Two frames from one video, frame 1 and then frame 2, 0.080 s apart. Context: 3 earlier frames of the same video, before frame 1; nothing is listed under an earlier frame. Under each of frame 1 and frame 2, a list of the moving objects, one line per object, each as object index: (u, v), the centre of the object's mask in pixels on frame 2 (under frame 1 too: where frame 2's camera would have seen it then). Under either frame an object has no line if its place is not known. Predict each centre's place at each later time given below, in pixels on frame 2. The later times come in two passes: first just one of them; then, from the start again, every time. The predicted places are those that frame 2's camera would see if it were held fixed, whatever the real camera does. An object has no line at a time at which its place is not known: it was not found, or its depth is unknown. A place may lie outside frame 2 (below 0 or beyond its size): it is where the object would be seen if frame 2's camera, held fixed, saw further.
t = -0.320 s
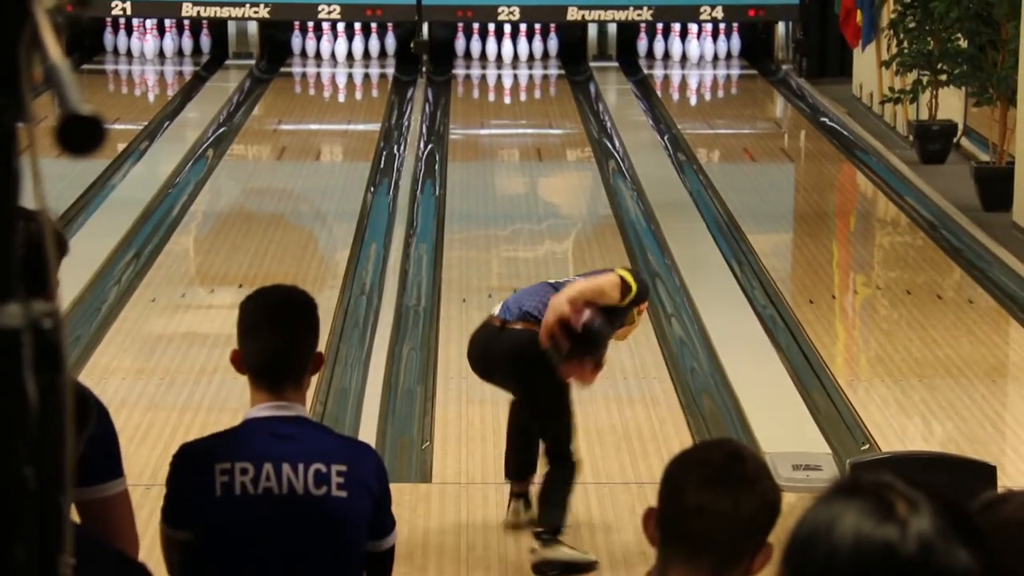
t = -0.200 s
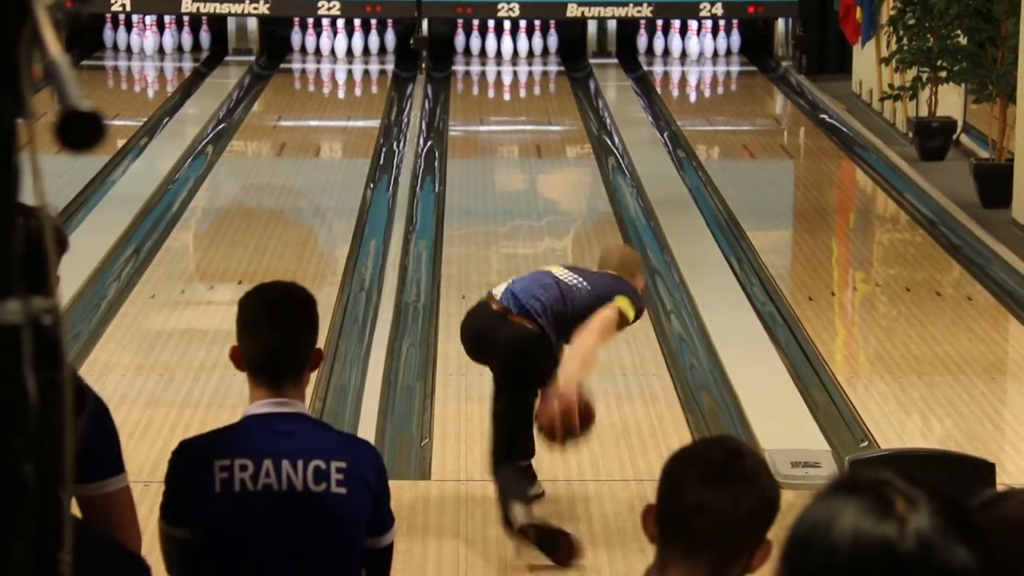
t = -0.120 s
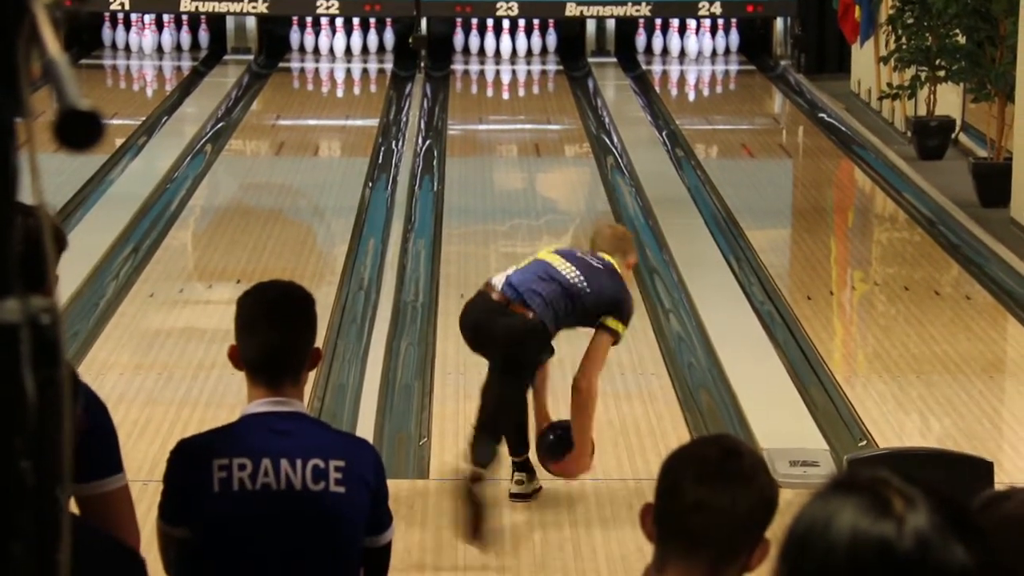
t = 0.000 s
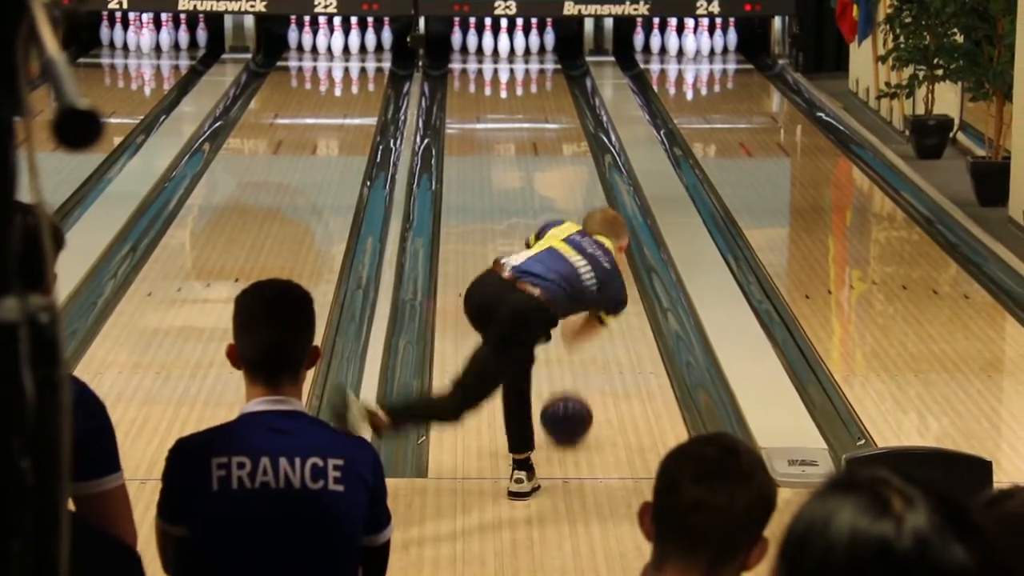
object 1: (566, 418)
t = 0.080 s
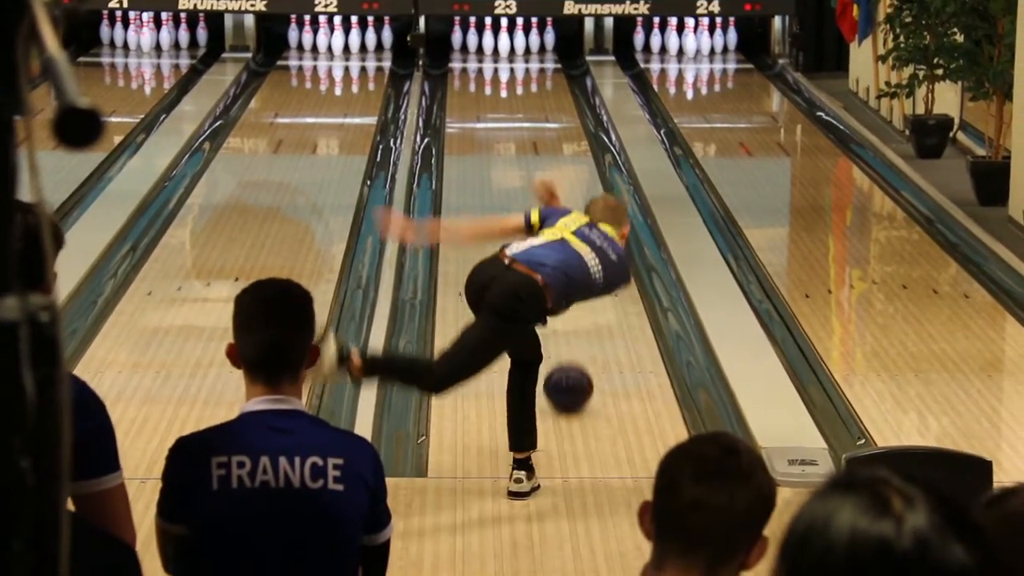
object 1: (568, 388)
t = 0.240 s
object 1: (571, 334)
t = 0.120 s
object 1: (569, 373)
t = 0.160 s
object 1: (570, 359)
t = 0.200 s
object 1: (570, 346)
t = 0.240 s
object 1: (571, 334)
